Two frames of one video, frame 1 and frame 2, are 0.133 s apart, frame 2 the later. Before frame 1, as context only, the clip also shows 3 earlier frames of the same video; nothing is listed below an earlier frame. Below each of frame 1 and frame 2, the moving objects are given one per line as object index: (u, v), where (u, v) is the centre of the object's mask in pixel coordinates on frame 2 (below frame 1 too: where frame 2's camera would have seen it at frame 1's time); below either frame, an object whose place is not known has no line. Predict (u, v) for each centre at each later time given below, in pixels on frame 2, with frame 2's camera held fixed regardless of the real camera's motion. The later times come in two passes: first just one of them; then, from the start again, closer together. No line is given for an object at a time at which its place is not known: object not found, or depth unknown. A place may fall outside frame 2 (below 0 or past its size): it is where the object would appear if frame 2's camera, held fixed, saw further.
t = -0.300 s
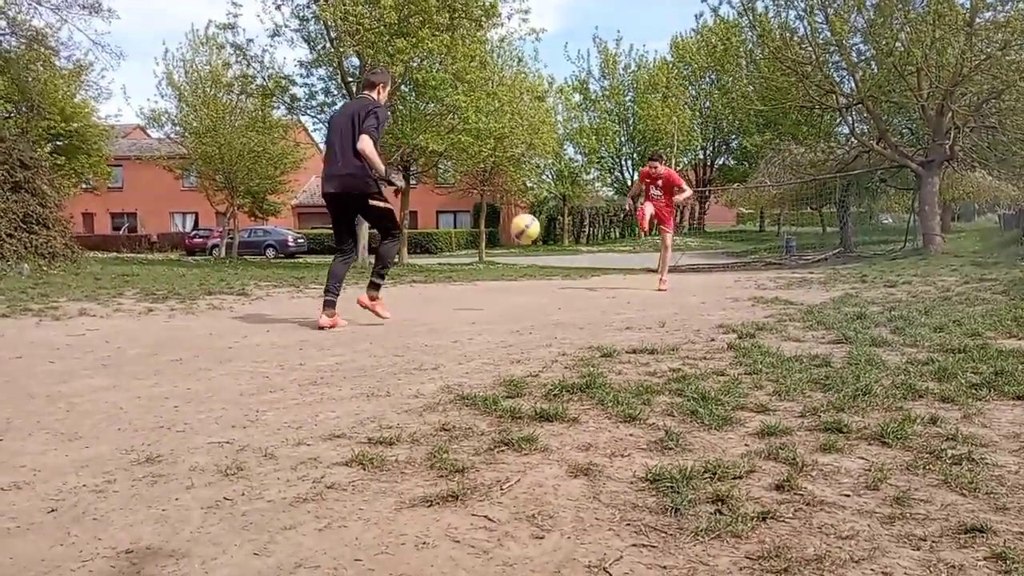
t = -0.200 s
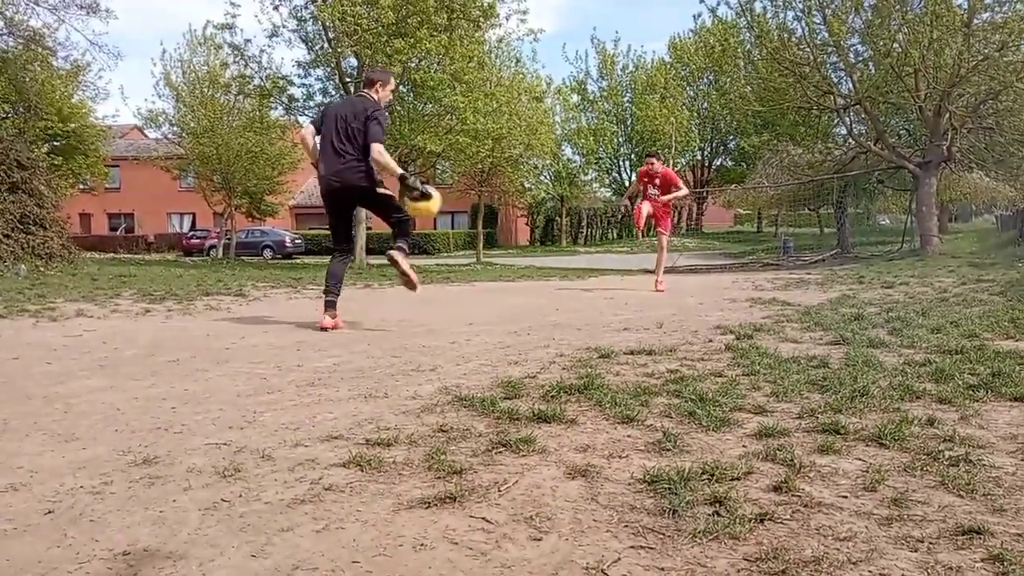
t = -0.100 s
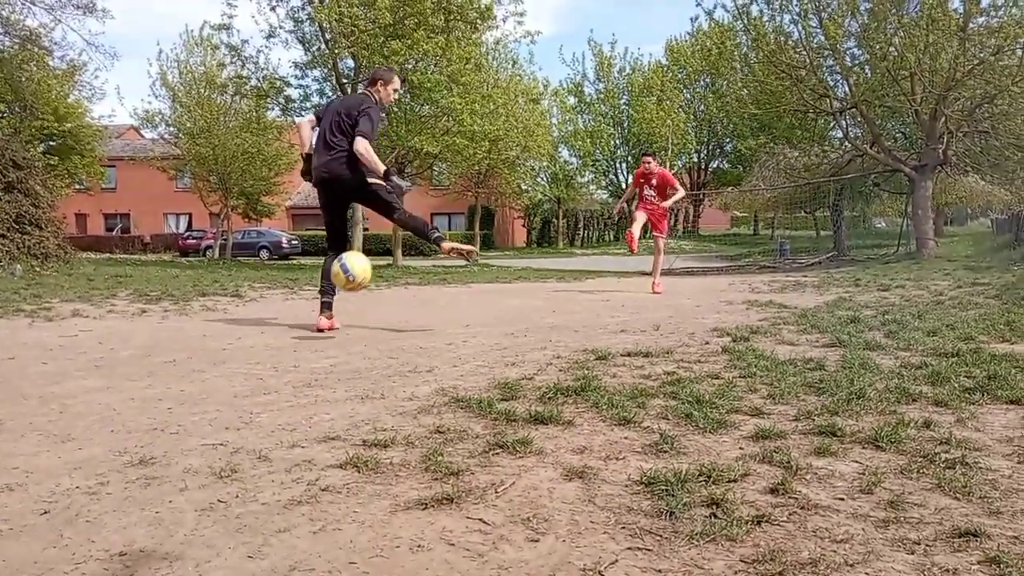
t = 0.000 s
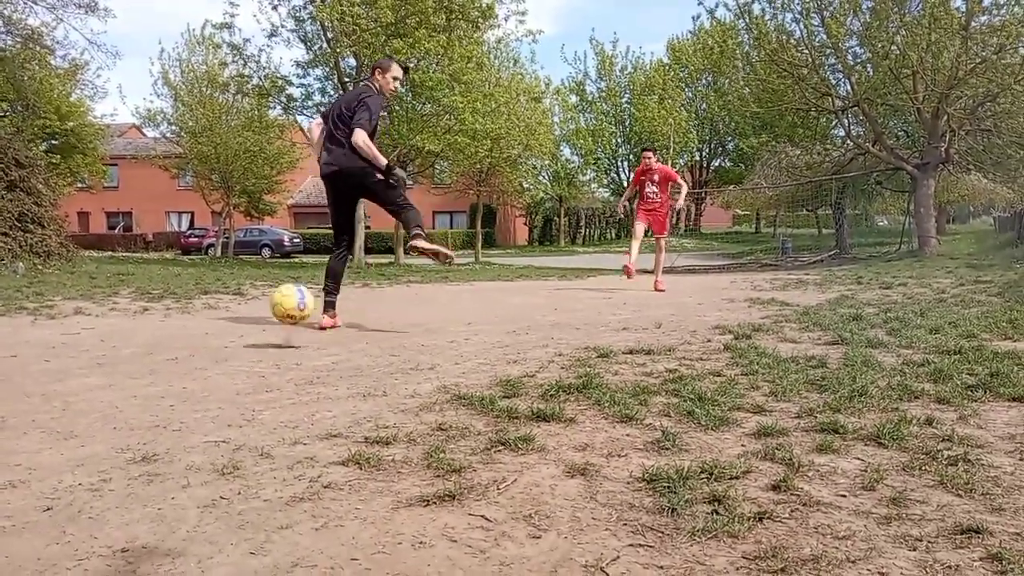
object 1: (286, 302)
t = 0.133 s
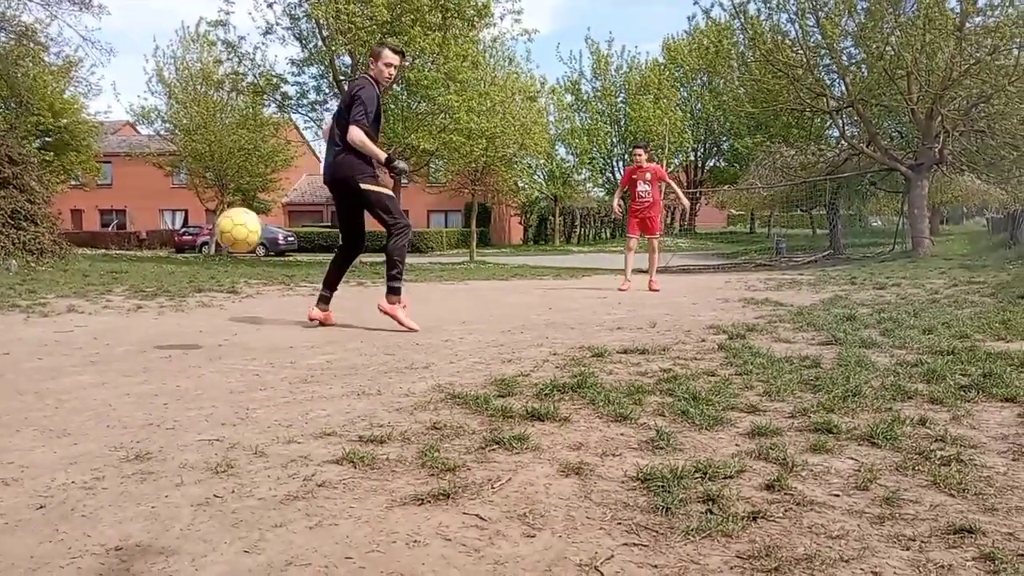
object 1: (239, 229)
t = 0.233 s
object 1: (200, 192)
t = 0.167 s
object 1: (226, 215)
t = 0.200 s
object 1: (214, 203)
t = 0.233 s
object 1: (200, 192)
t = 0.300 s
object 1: (172, 177)
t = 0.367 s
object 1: (138, 170)
